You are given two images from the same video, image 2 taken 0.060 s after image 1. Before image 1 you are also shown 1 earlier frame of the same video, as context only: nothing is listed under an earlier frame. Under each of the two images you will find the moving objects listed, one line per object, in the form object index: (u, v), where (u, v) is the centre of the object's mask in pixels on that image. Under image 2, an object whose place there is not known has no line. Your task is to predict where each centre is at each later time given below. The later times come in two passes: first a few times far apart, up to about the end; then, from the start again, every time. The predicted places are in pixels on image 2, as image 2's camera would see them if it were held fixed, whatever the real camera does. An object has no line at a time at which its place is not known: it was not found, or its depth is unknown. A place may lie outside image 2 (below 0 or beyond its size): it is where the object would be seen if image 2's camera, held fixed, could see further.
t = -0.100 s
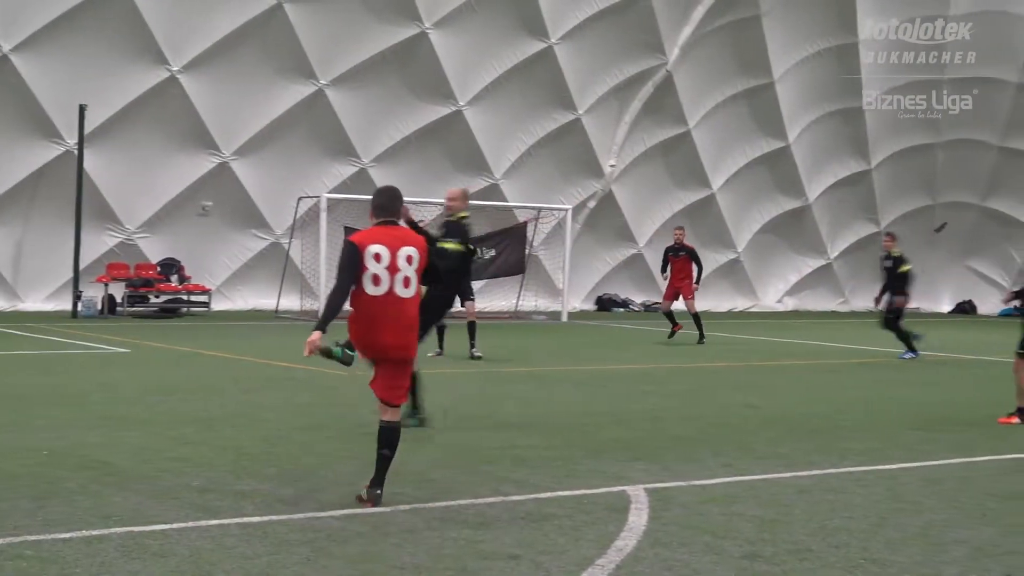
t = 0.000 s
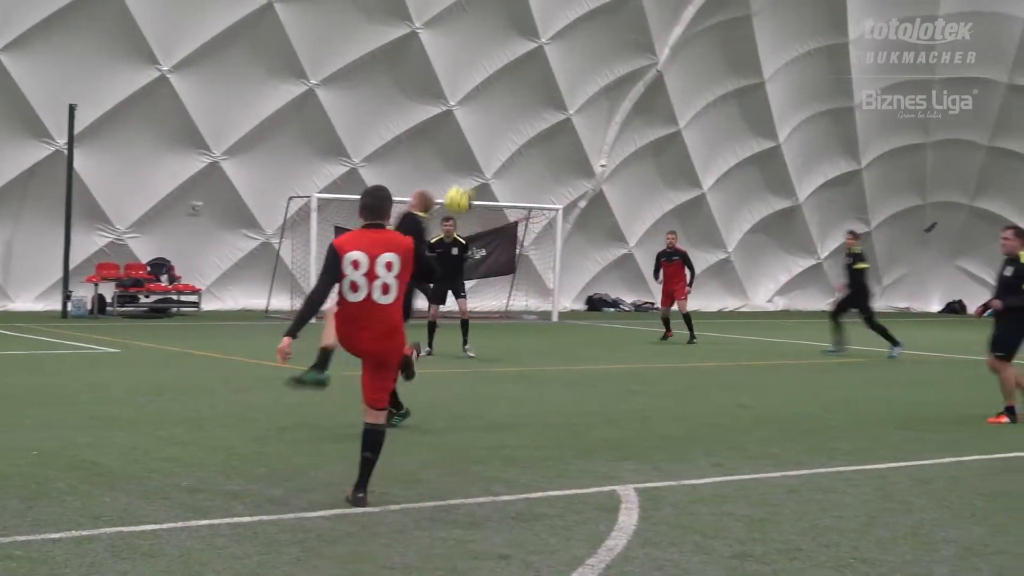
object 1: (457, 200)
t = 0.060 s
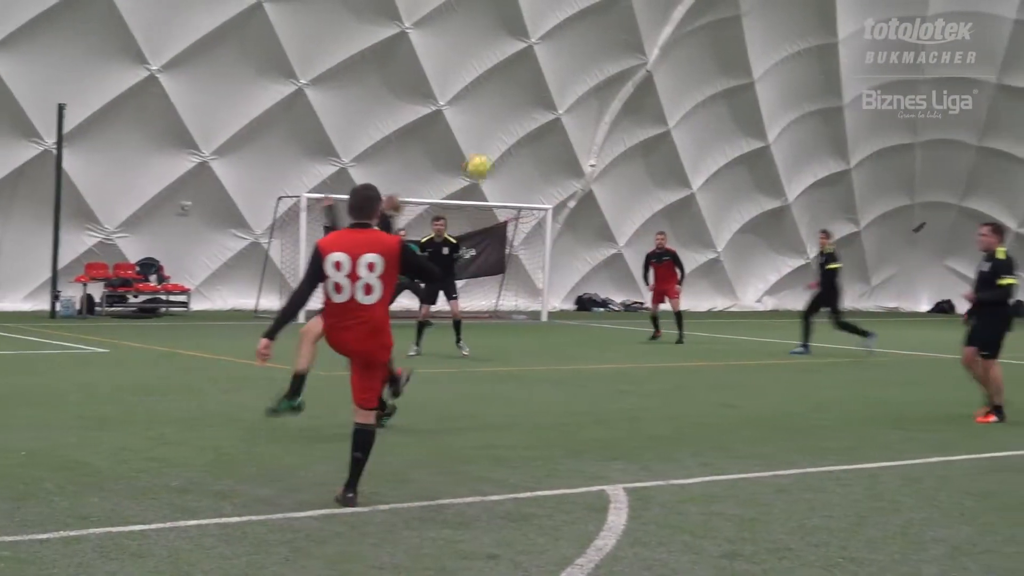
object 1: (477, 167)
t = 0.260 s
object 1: (560, 97)
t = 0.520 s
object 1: (640, 78)
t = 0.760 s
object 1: (700, 104)
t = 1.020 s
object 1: (755, 160)
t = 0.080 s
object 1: (487, 155)
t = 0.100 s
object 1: (497, 144)
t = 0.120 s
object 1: (505, 137)
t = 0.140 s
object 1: (514, 130)
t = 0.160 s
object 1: (521, 123)
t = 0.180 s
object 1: (531, 116)
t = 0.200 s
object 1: (538, 111)
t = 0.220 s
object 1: (545, 106)
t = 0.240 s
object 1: (552, 102)
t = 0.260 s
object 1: (560, 97)
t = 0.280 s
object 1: (567, 94)
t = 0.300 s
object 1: (573, 91)
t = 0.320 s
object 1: (580, 88)
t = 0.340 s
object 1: (587, 85)
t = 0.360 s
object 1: (593, 83)
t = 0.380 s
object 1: (599, 81)
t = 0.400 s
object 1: (606, 79)
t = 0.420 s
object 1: (612, 79)
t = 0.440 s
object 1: (617, 78)
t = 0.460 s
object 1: (623, 78)
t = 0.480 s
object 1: (629, 78)
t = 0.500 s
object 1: (634, 78)
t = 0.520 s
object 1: (640, 78)
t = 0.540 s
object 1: (645, 78)
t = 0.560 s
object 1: (651, 81)
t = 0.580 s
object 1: (656, 82)
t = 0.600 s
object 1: (661, 84)
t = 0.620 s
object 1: (666, 86)
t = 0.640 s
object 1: (672, 88)
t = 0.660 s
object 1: (676, 91)
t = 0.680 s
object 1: (681, 93)
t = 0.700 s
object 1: (686, 95)
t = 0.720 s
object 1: (691, 98)
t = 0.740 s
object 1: (694, 101)
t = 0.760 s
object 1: (700, 104)
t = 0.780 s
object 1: (704, 107)
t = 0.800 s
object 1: (709, 112)
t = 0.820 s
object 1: (713, 115)
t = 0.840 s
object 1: (718, 119)
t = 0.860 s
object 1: (722, 123)
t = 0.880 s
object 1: (726, 127)
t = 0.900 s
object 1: (730, 131)
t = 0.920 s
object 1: (734, 136)
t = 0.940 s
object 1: (739, 141)
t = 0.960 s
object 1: (743, 146)
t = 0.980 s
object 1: (747, 151)
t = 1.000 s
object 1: (751, 154)
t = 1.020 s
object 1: (755, 160)
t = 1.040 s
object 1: (758, 165)
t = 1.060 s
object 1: (762, 171)
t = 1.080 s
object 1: (766, 177)
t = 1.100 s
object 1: (770, 183)
